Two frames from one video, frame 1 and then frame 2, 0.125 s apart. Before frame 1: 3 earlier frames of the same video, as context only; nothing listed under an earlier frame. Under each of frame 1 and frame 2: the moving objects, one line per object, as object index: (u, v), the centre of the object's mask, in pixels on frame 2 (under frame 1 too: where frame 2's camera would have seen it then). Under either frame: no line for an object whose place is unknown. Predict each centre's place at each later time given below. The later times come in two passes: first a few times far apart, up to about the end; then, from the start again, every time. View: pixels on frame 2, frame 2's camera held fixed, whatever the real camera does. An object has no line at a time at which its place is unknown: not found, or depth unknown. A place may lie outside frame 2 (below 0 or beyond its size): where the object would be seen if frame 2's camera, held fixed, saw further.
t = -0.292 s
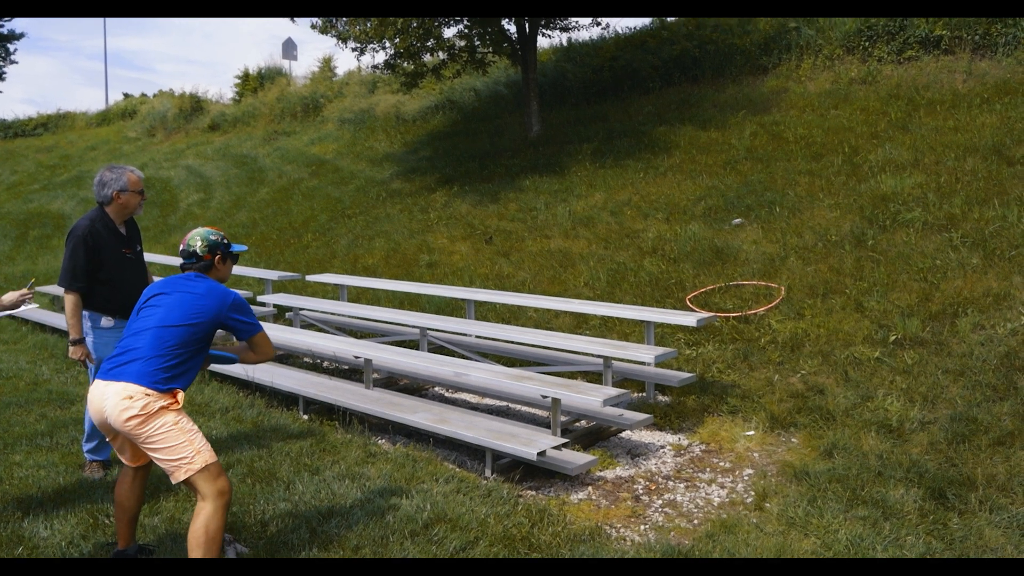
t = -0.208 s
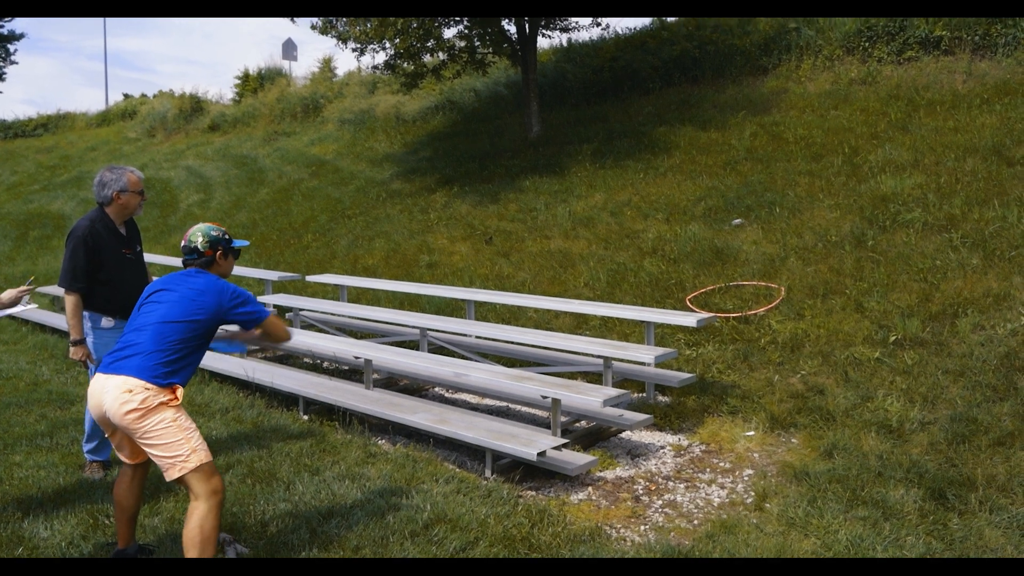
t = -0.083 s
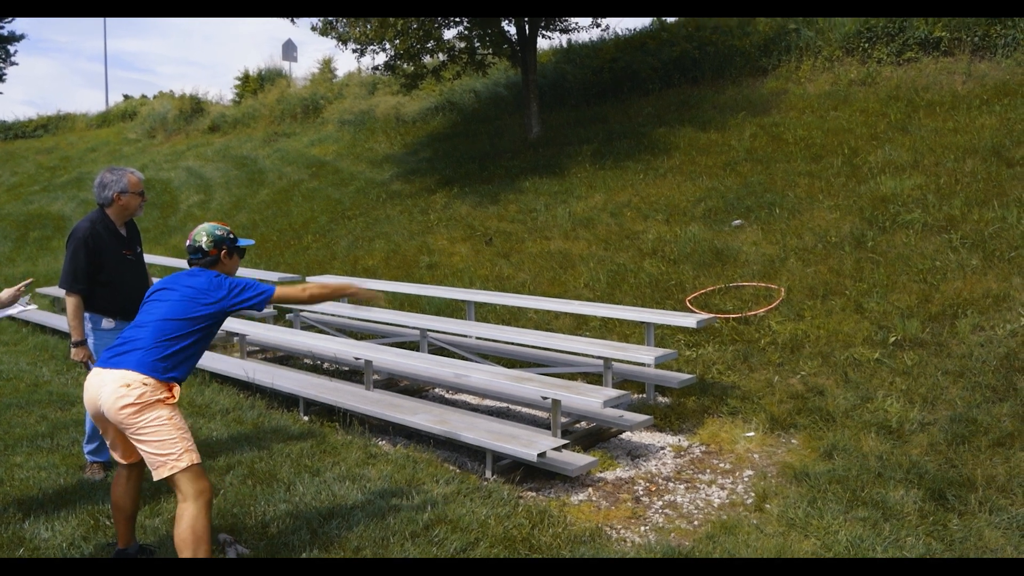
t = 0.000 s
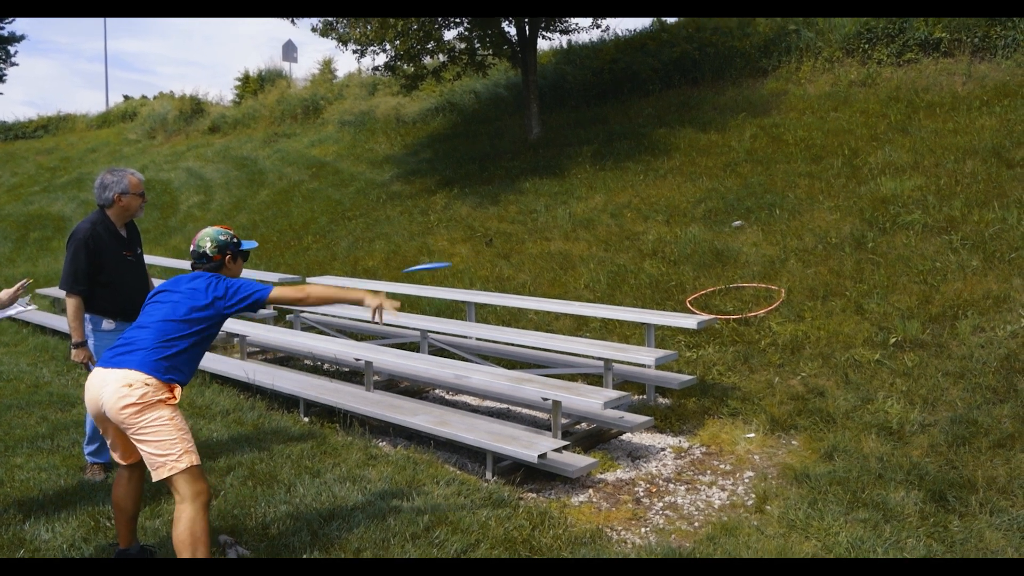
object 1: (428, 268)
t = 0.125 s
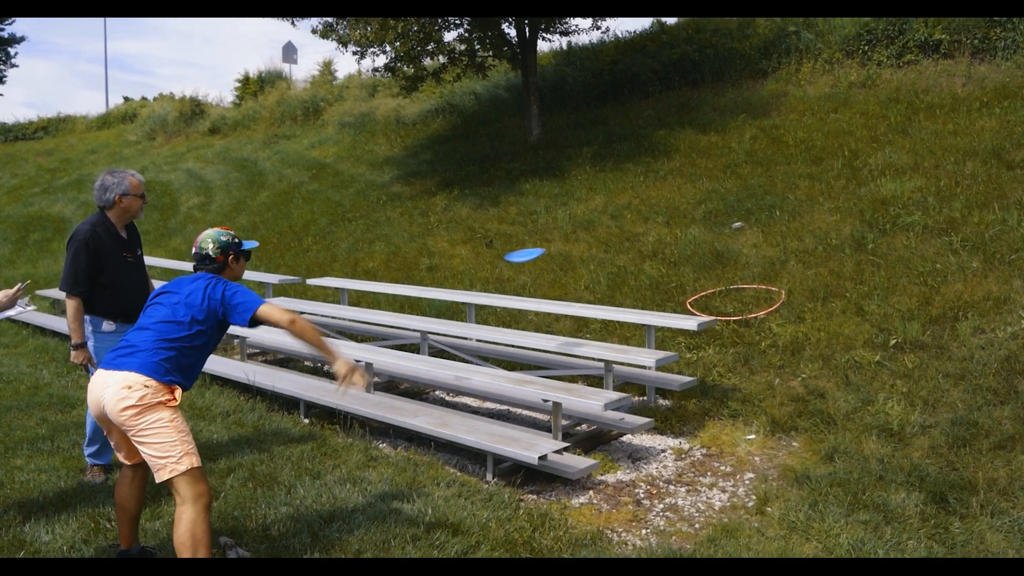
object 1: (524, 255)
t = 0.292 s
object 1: (615, 261)
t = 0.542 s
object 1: (698, 291)
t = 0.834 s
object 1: (703, 293)
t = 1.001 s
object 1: (703, 293)
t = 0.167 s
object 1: (552, 254)
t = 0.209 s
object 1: (574, 256)
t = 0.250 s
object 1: (596, 258)
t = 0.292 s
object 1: (615, 261)
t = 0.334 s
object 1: (633, 265)
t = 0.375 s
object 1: (649, 269)
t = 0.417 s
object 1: (663, 274)
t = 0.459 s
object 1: (676, 280)
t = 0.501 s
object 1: (687, 284)
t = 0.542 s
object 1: (698, 291)
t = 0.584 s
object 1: (705, 293)
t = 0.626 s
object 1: (705, 290)
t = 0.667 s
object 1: (705, 288)
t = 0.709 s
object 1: (705, 288)
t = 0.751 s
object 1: (704, 289)
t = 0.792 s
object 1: (704, 291)
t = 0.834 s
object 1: (703, 293)
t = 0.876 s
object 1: (703, 293)
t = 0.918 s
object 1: (702, 293)
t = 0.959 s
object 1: (702, 293)
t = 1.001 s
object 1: (703, 293)
